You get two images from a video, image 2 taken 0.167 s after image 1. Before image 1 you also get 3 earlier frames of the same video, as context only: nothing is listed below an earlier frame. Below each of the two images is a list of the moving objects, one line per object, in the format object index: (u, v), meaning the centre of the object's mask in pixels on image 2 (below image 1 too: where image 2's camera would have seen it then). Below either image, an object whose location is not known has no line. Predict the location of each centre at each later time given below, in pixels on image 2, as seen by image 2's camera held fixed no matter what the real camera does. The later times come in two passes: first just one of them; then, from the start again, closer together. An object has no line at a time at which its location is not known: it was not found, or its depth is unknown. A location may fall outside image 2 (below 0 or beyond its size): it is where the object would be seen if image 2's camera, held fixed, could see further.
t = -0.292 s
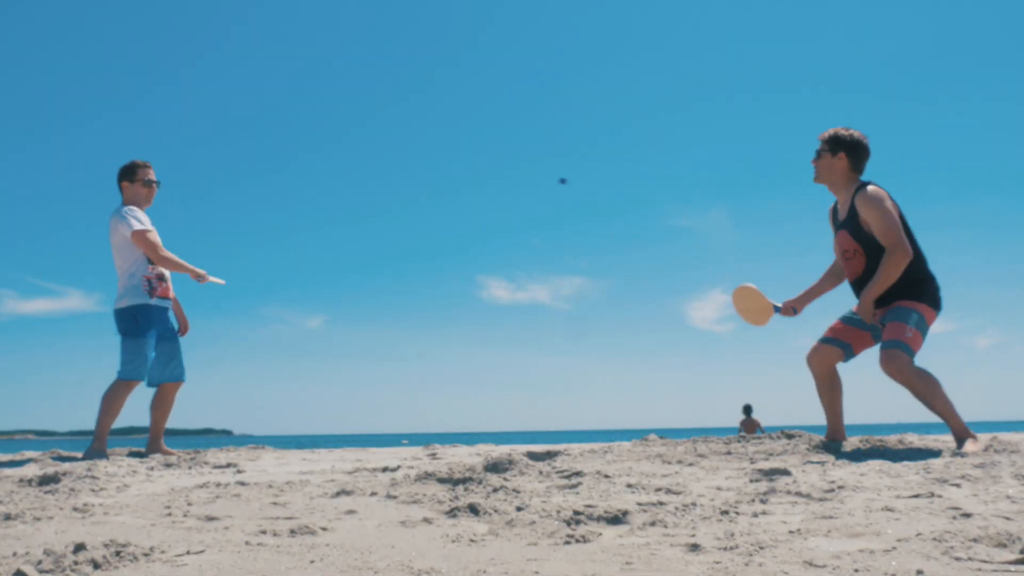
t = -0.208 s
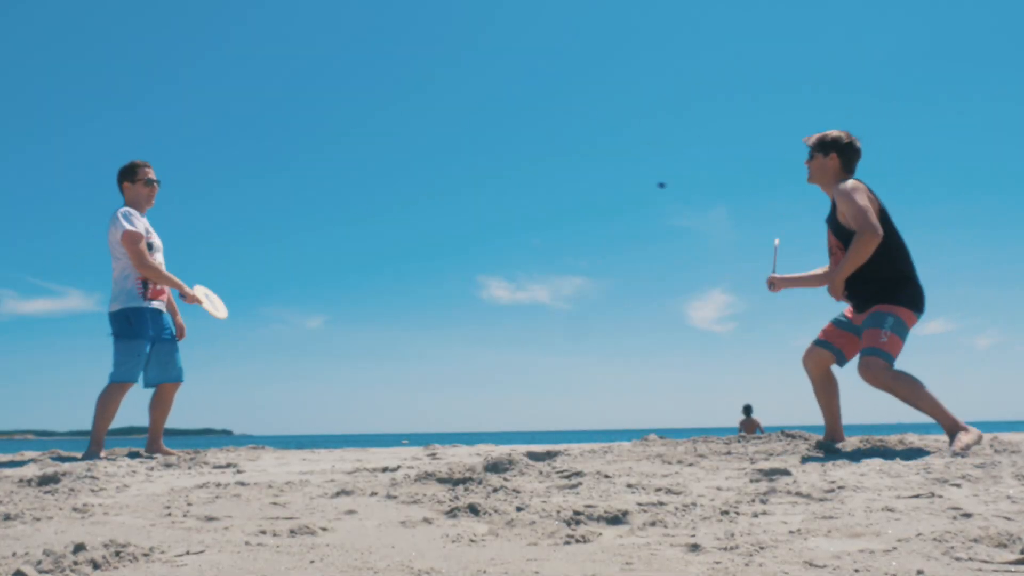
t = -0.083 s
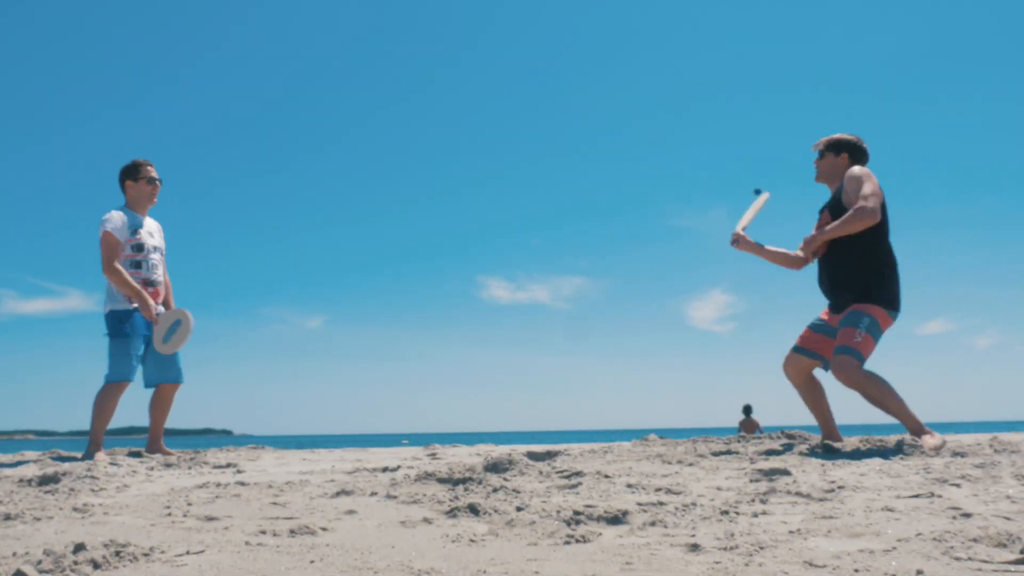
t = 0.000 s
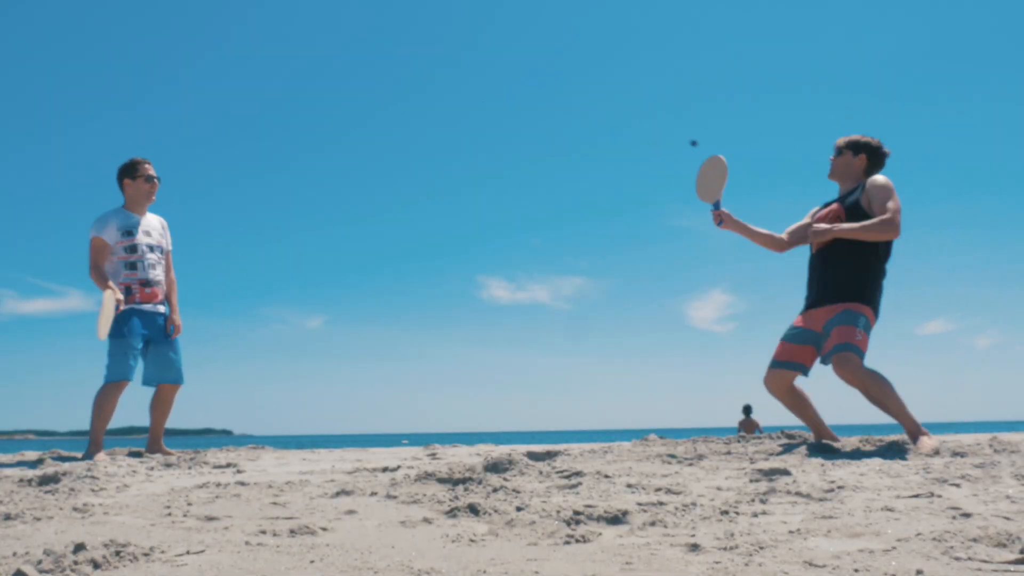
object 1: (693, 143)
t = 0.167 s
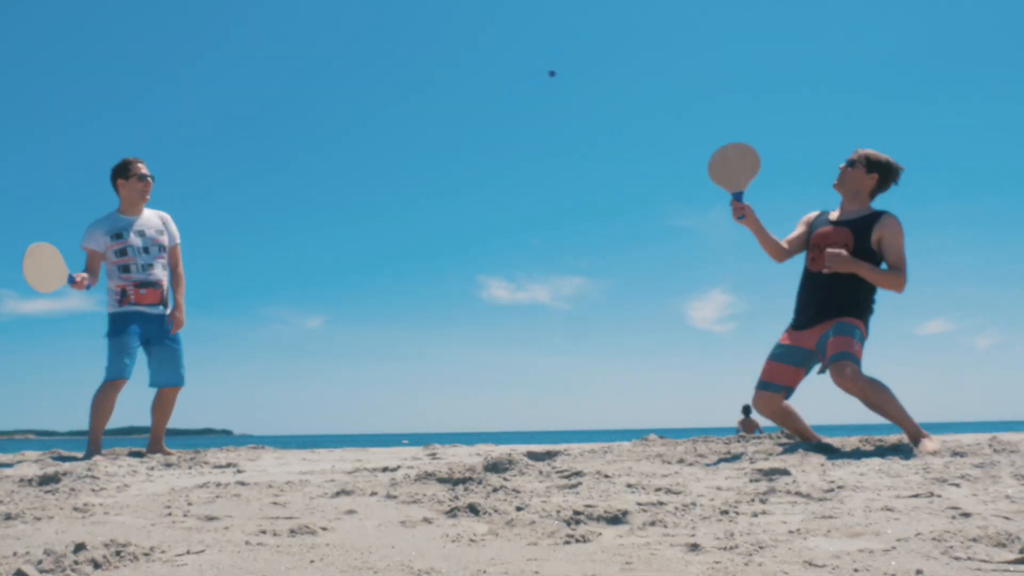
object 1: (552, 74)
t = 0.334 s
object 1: (404, 53)
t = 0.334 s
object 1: (404, 53)
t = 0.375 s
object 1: (366, 56)
